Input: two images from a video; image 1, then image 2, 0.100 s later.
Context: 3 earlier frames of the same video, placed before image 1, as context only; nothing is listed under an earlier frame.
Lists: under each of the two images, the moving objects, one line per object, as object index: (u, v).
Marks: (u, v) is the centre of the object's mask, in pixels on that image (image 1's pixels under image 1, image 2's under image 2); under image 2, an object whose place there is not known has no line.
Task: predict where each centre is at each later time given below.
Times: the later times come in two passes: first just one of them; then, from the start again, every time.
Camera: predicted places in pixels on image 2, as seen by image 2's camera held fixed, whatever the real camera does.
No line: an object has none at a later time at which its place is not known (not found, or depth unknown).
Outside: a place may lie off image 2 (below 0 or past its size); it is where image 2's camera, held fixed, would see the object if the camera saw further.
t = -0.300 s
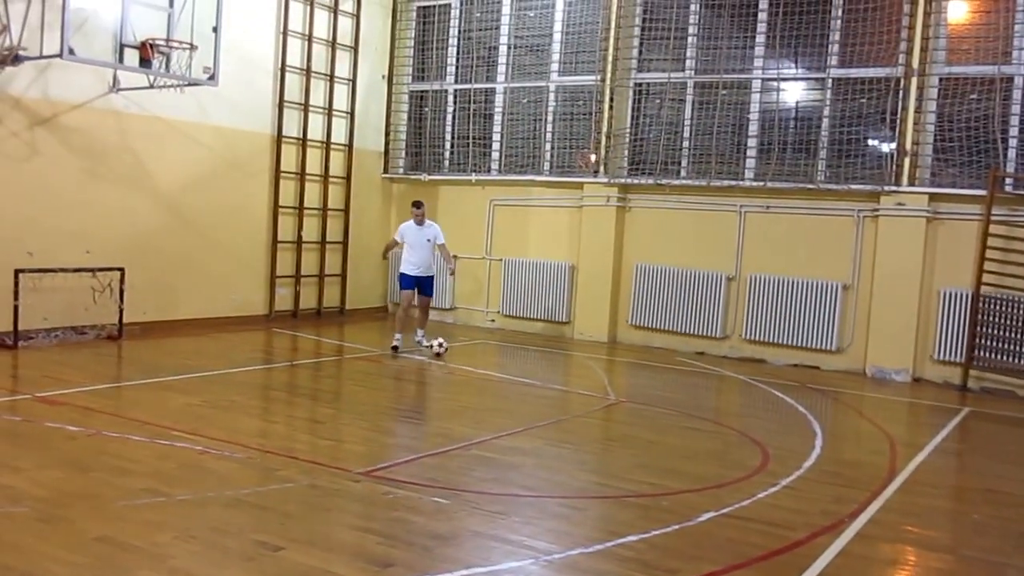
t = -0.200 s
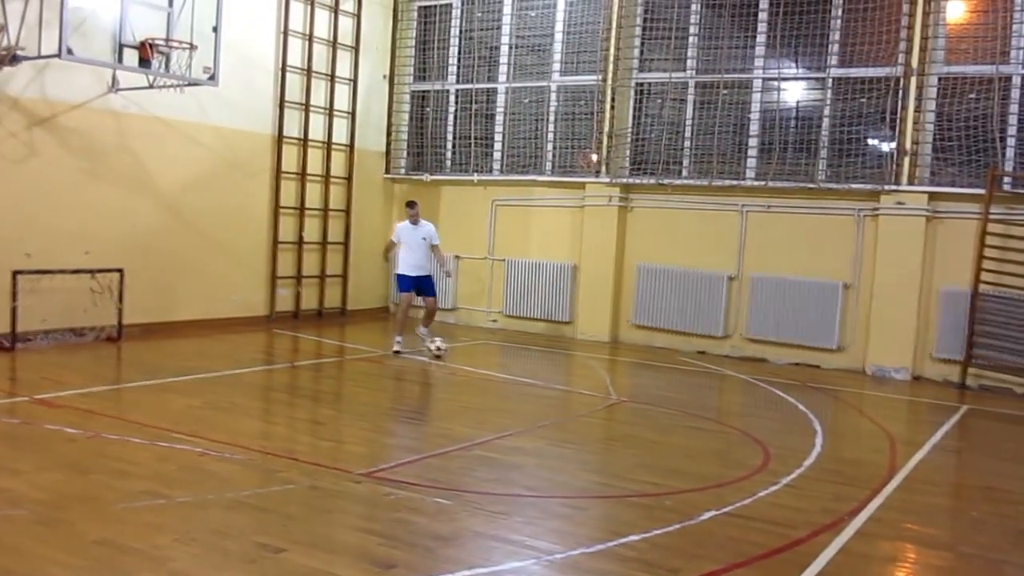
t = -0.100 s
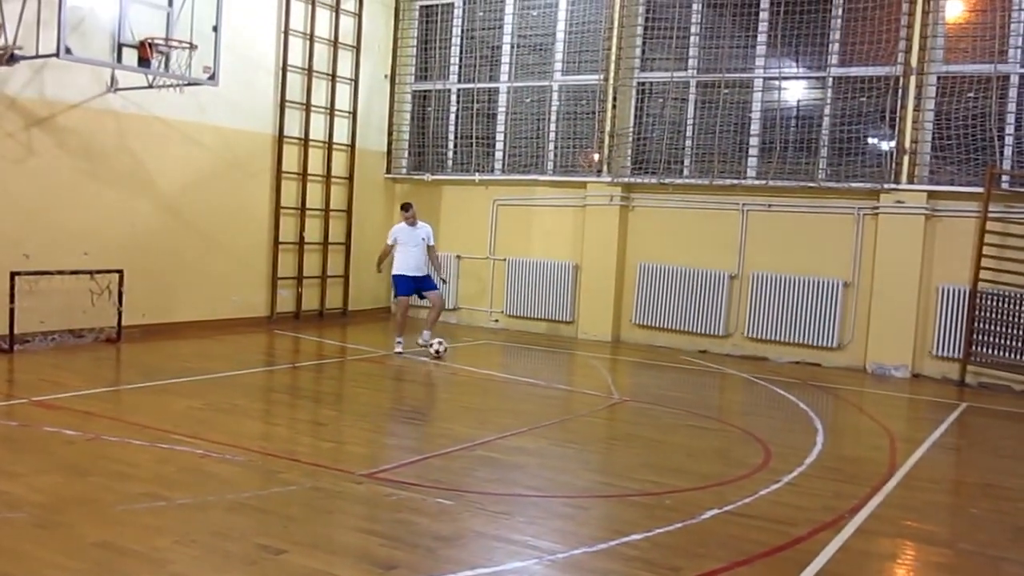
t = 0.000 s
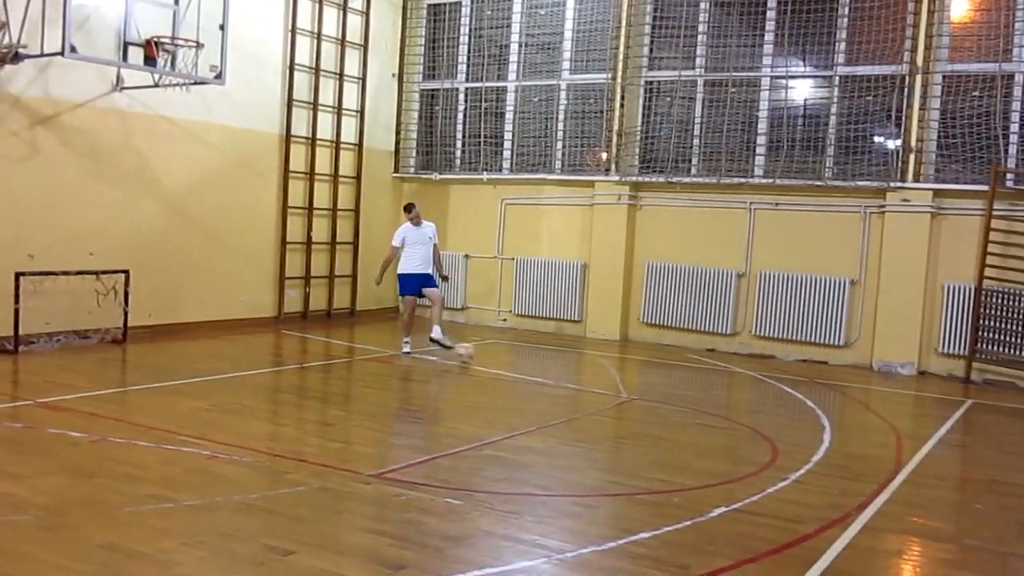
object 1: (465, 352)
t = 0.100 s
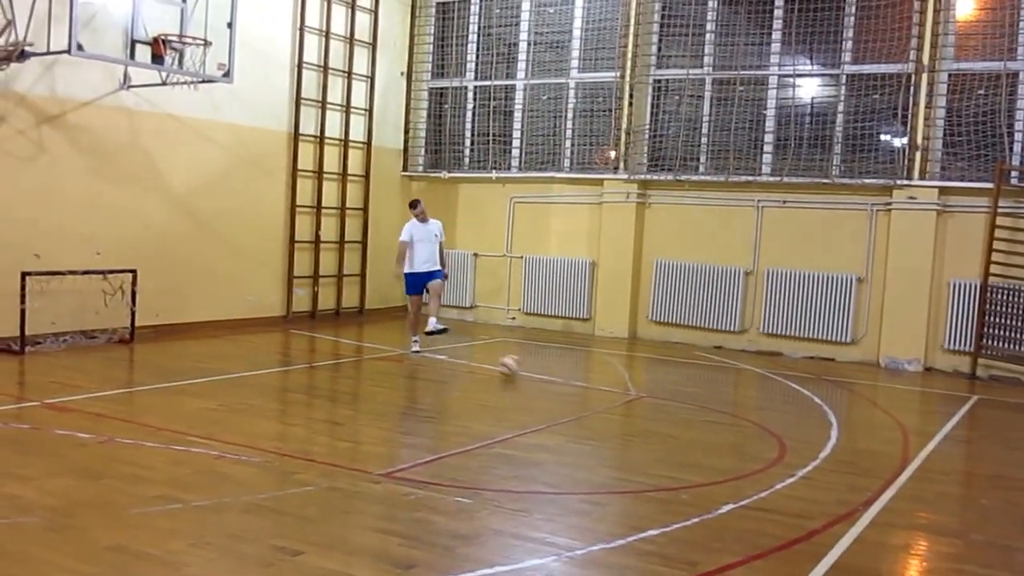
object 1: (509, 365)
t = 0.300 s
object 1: (596, 399)
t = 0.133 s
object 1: (523, 369)
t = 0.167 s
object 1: (536, 377)
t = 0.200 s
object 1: (550, 382)
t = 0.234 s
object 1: (564, 385)
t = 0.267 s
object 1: (580, 390)
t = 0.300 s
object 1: (596, 399)
